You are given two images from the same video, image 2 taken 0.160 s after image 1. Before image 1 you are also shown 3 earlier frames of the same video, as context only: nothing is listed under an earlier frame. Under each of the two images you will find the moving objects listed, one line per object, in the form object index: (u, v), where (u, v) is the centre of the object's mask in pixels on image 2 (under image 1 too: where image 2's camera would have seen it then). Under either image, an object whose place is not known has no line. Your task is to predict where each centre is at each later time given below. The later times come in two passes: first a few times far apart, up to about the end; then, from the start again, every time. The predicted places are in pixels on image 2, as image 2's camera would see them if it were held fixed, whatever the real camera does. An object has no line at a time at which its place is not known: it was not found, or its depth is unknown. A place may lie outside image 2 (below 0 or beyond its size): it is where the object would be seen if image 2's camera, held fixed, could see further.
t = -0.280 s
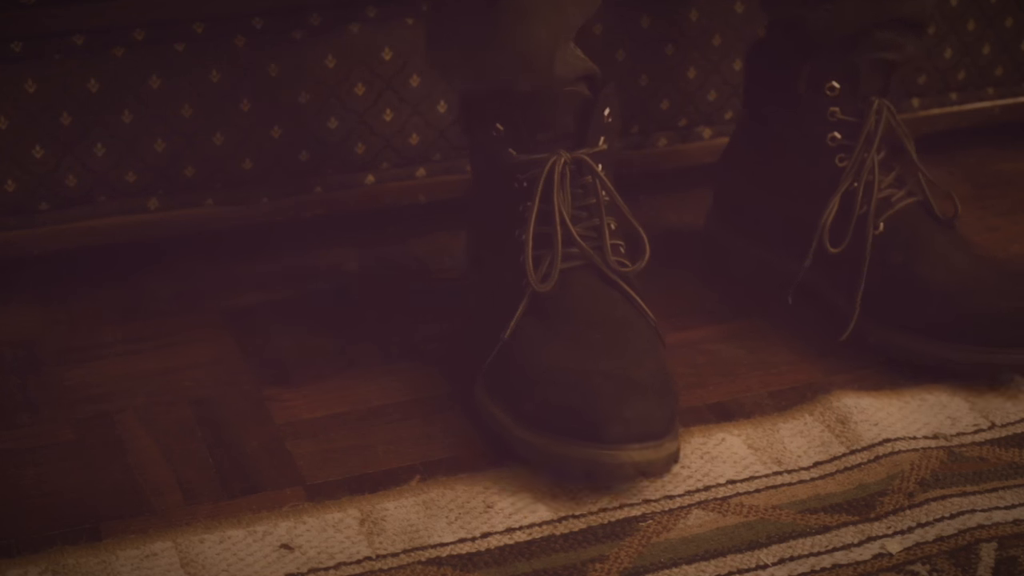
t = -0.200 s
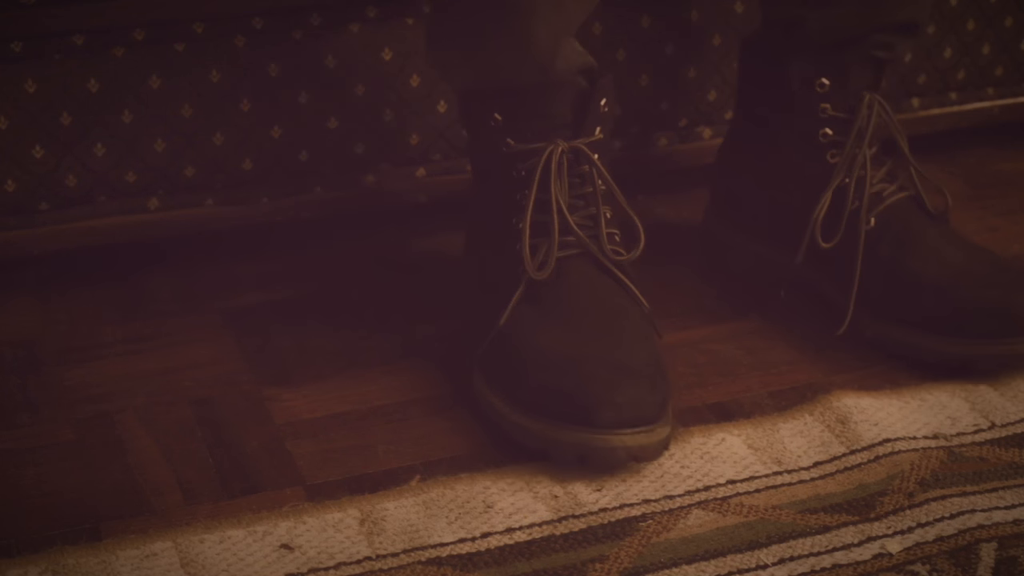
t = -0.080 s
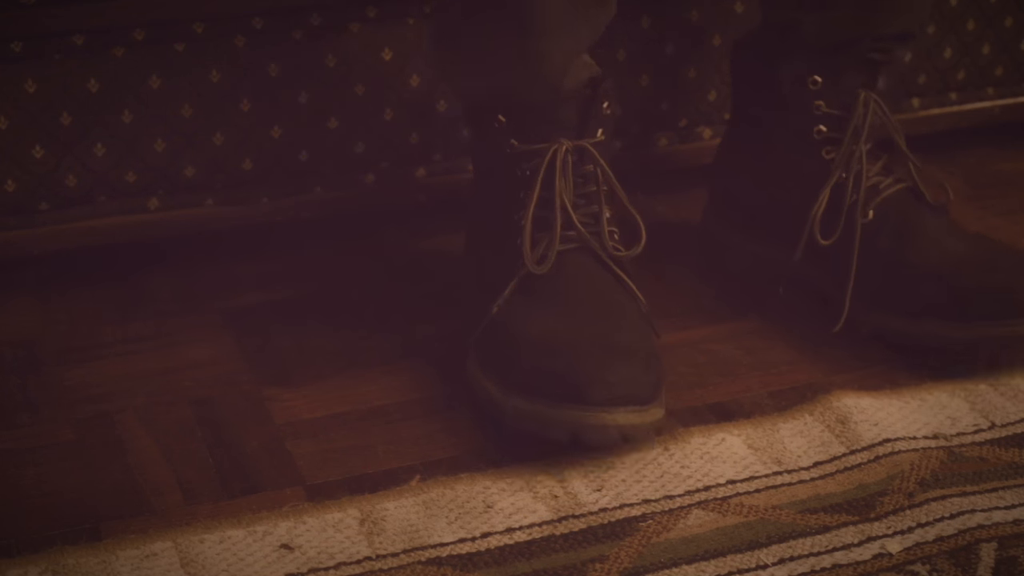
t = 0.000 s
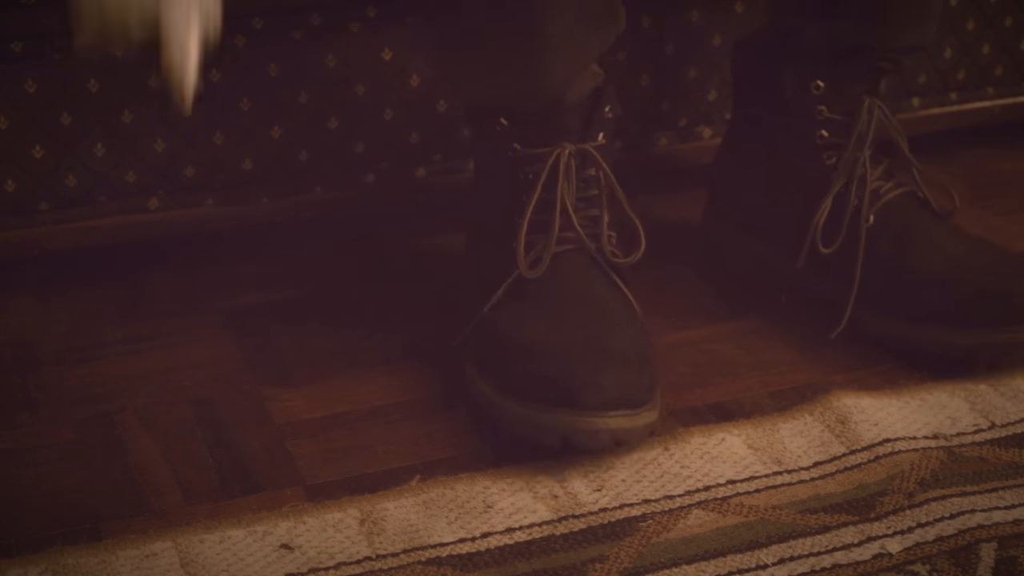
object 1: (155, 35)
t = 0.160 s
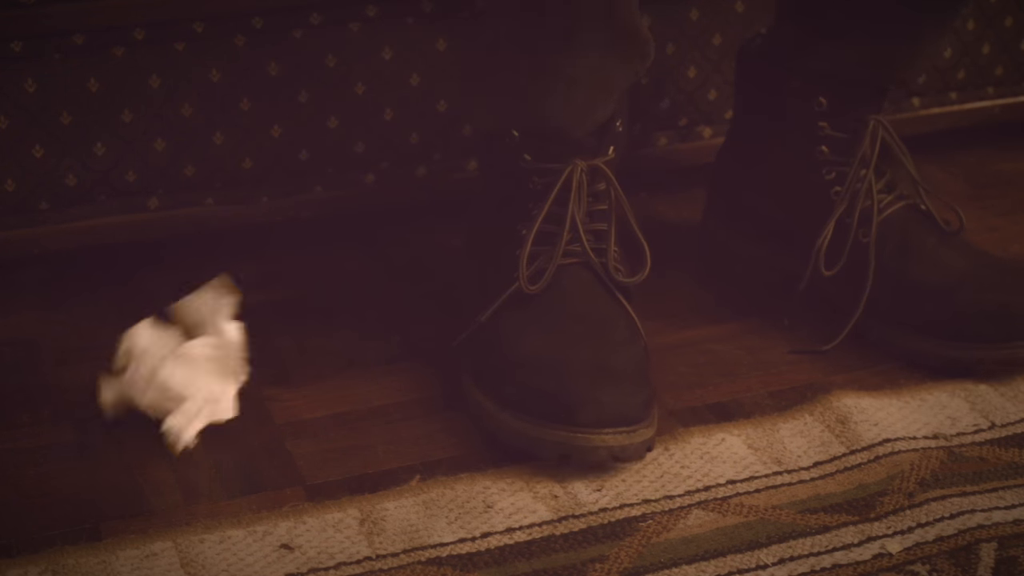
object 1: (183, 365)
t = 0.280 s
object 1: (251, 377)
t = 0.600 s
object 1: (278, 368)
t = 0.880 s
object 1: (279, 368)
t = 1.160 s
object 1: (278, 368)
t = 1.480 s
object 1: (278, 368)
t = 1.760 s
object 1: (278, 368)
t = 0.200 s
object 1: (211, 360)
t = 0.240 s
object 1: (236, 375)
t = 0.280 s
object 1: (251, 377)
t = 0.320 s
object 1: (264, 373)
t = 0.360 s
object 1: (269, 372)
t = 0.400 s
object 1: (275, 370)
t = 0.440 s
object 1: (277, 369)
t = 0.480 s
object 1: (279, 367)
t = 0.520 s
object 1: (279, 367)
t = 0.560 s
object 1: (279, 368)
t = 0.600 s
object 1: (278, 368)
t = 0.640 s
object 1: (278, 368)
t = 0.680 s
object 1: (279, 368)
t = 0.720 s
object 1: (279, 368)
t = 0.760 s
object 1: (278, 368)
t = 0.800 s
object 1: (278, 368)
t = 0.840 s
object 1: (279, 368)
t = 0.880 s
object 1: (279, 368)
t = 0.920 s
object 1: (278, 368)
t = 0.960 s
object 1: (278, 368)
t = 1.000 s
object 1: (278, 368)
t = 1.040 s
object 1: (279, 368)
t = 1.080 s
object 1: (279, 368)
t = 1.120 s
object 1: (278, 368)
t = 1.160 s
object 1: (278, 368)
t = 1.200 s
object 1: (278, 368)
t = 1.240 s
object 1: (278, 368)
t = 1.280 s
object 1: (279, 368)
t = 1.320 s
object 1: (279, 368)
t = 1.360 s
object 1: (278, 368)
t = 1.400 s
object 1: (278, 368)
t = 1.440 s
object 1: (278, 368)
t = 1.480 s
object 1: (278, 368)
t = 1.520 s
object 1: (278, 368)
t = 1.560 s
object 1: (278, 368)
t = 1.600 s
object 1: (278, 368)
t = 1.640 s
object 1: (278, 368)
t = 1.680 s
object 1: (278, 368)
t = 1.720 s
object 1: (278, 368)
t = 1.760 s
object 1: (278, 368)
